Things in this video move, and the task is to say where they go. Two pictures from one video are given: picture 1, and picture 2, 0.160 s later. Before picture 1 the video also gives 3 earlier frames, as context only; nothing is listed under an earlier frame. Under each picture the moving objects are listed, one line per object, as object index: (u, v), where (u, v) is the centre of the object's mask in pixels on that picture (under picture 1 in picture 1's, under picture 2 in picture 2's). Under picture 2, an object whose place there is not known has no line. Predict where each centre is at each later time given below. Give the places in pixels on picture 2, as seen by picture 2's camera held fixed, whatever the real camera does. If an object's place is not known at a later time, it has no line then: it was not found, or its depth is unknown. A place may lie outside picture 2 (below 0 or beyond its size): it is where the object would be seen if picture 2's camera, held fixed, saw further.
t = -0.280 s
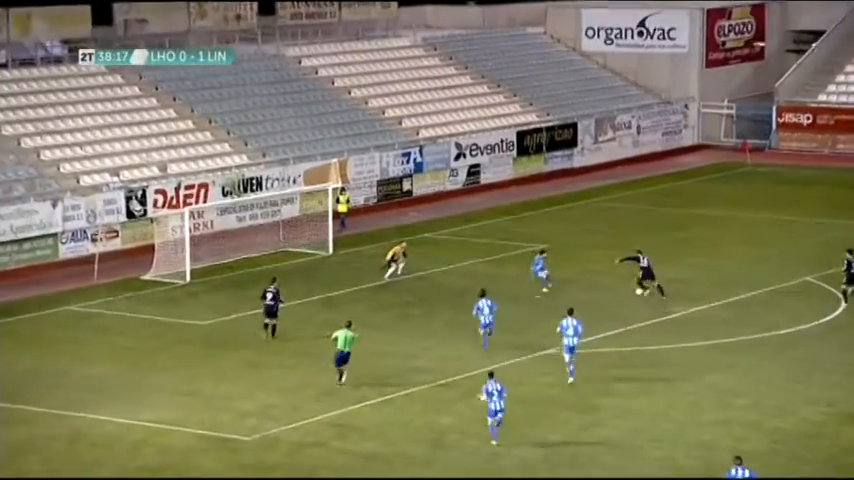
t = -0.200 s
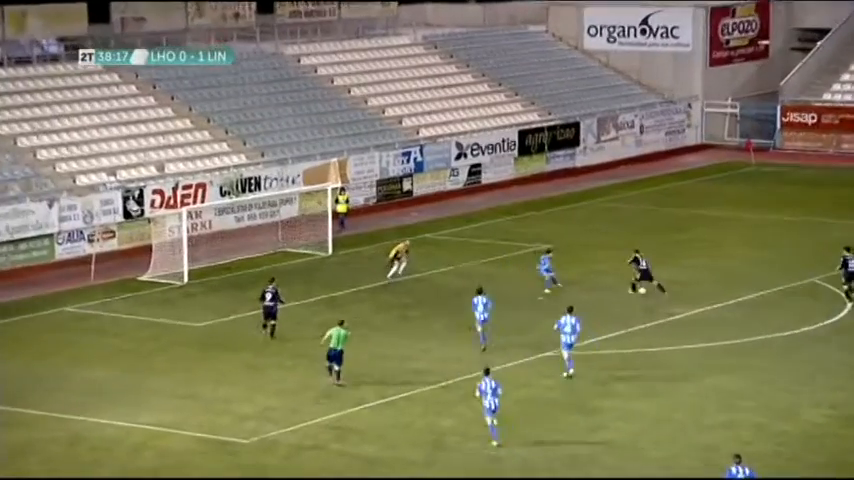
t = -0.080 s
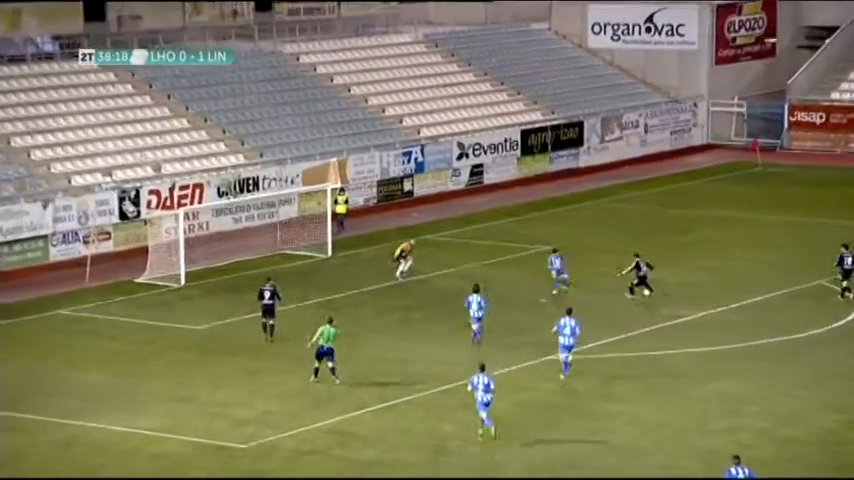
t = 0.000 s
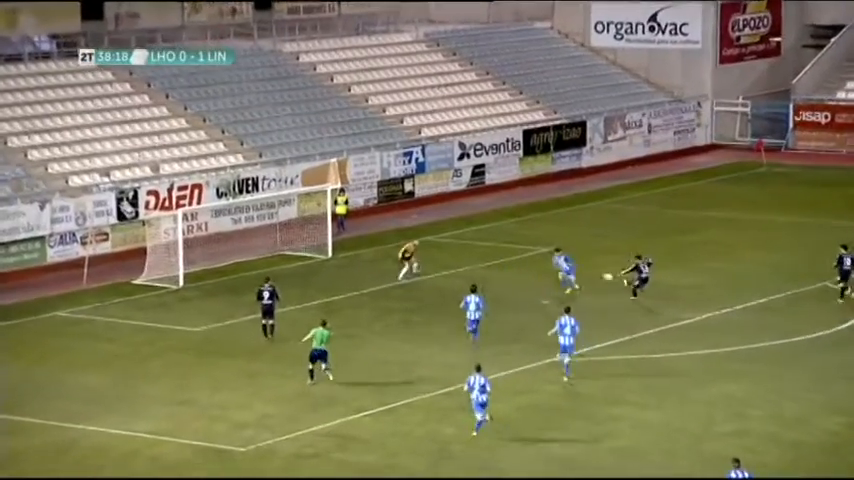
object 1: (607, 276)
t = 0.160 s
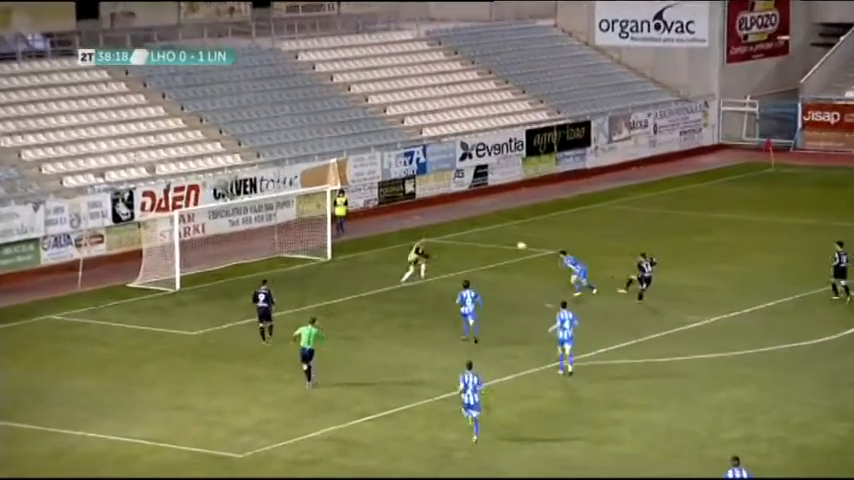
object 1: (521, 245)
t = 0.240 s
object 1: (481, 231)
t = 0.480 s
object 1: (374, 202)
